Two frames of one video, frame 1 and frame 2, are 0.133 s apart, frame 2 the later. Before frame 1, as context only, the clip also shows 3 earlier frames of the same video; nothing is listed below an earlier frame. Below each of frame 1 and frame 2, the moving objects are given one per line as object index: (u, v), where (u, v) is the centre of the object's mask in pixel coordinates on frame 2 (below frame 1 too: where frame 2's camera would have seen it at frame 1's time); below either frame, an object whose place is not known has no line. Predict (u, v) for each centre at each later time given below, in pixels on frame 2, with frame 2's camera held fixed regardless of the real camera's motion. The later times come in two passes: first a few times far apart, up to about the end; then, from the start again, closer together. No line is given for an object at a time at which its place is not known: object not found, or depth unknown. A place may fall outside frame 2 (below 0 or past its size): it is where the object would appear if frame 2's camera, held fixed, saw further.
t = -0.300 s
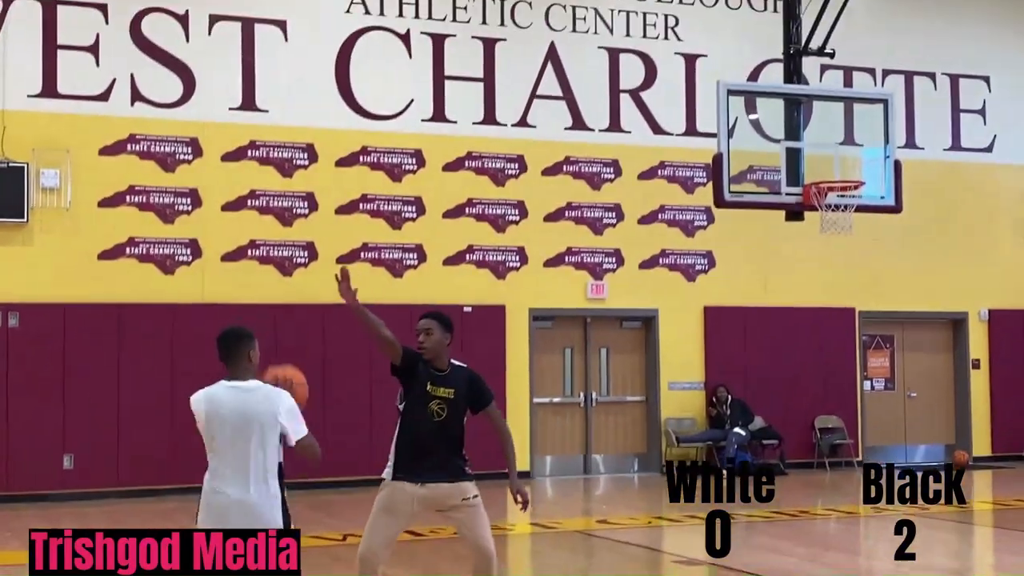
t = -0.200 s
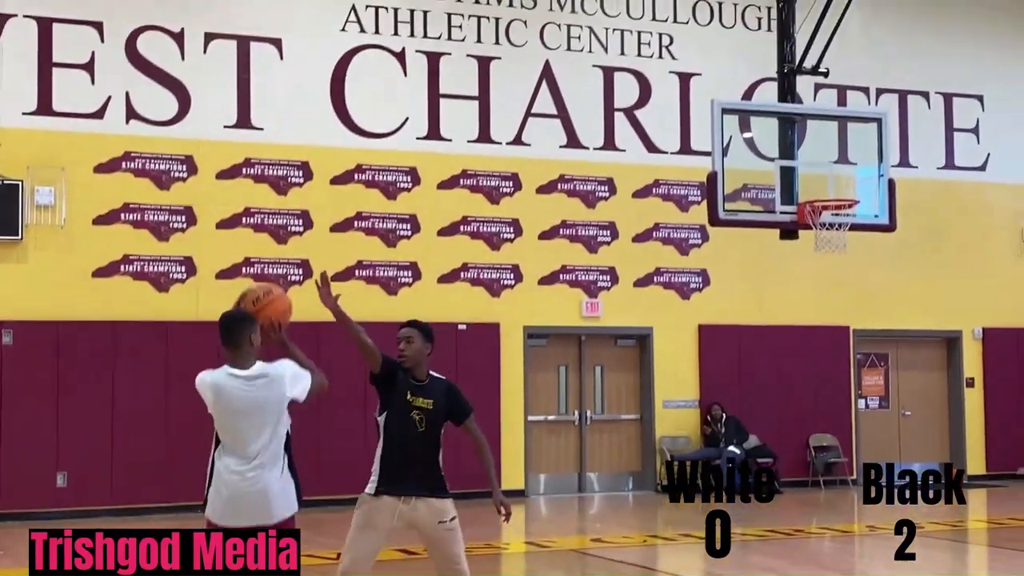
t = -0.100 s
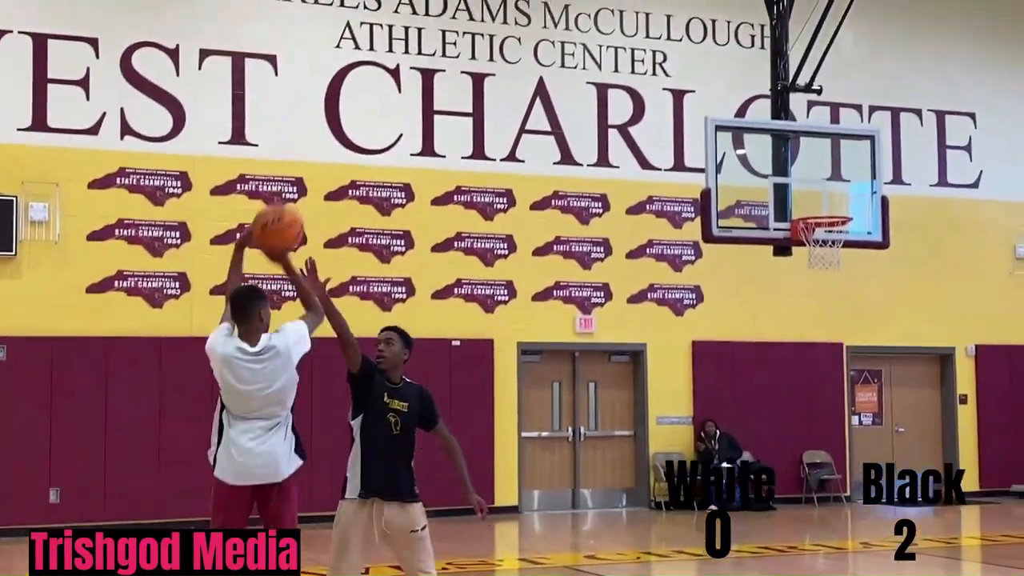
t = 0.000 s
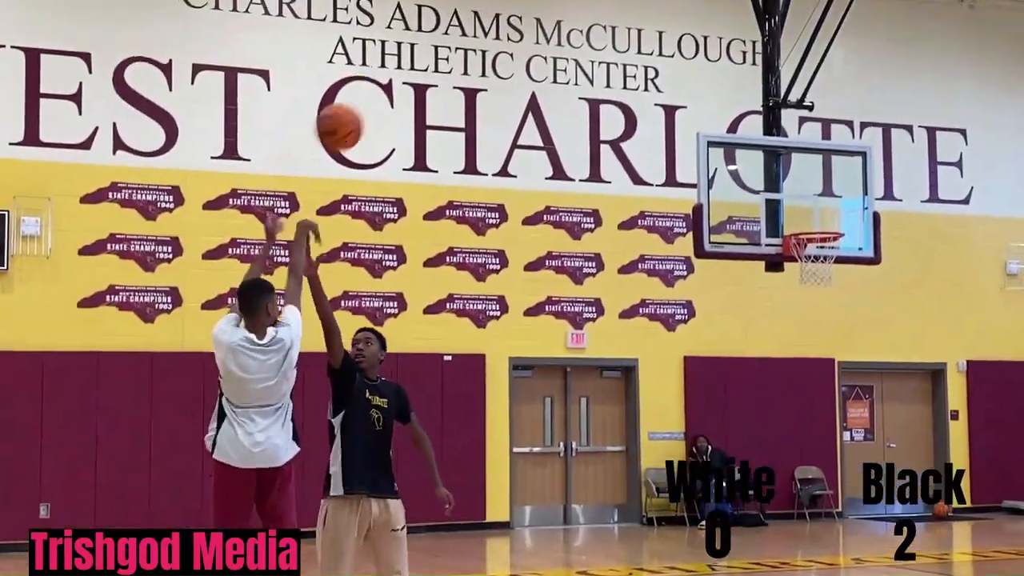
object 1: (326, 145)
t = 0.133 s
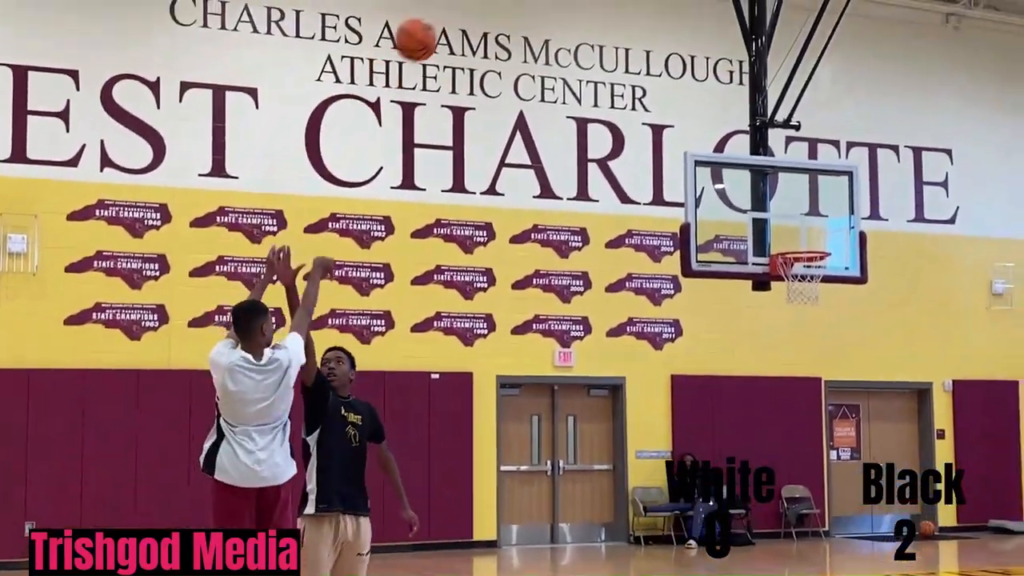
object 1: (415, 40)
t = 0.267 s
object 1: (490, -10)
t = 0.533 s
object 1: (608, -37)
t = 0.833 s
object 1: (710, 39)
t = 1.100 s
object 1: (783, 181)
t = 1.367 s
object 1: (797, 295)
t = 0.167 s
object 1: (435, 21)
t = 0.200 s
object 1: (455, 7)
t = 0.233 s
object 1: (473, -2)
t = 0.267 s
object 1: (490, -10)
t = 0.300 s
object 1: (507, -17)
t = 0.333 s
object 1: (522, -23)
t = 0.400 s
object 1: (553, -31)
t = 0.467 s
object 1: (581, -36)
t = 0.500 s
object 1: (595, -36)
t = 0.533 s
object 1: (608, -37)
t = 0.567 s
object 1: (621, -36)
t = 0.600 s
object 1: (633, -34)
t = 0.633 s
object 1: (644, -28)
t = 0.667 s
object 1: (655, -18)
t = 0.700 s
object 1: (667, -10)
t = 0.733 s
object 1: (678, 1)
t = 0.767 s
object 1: (688, 13)
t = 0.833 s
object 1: (710, 39)
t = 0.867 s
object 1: (720, 54)
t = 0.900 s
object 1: (729, 70)
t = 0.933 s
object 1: (740, 85)
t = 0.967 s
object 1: (749, 103)
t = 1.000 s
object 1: (758, 121)
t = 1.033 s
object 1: (766, 140)
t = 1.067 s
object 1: (774, 161)
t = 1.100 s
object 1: (783, 181)
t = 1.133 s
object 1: (791, 203)
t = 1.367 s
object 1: (797, 295)
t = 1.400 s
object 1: (799, 298)
